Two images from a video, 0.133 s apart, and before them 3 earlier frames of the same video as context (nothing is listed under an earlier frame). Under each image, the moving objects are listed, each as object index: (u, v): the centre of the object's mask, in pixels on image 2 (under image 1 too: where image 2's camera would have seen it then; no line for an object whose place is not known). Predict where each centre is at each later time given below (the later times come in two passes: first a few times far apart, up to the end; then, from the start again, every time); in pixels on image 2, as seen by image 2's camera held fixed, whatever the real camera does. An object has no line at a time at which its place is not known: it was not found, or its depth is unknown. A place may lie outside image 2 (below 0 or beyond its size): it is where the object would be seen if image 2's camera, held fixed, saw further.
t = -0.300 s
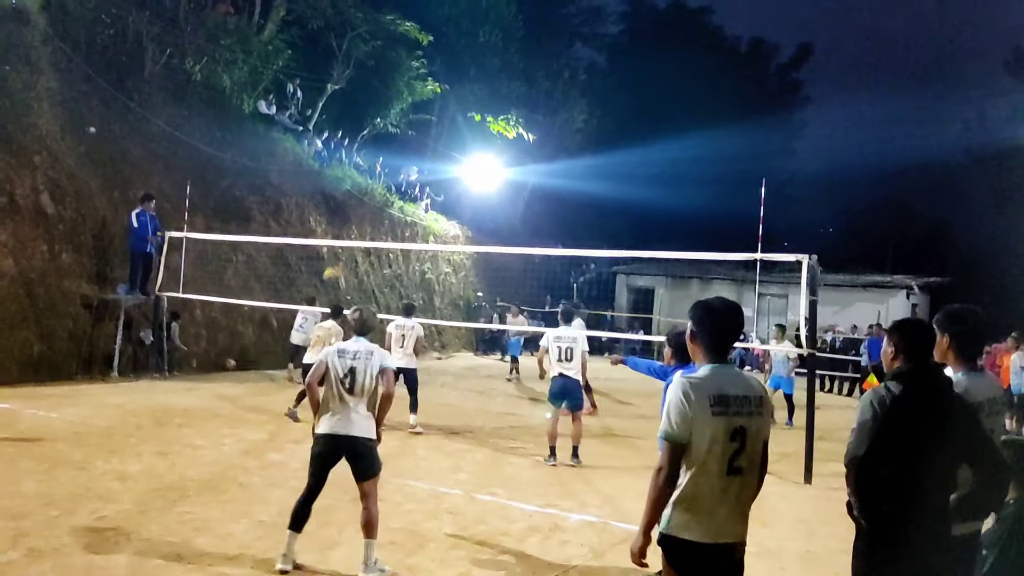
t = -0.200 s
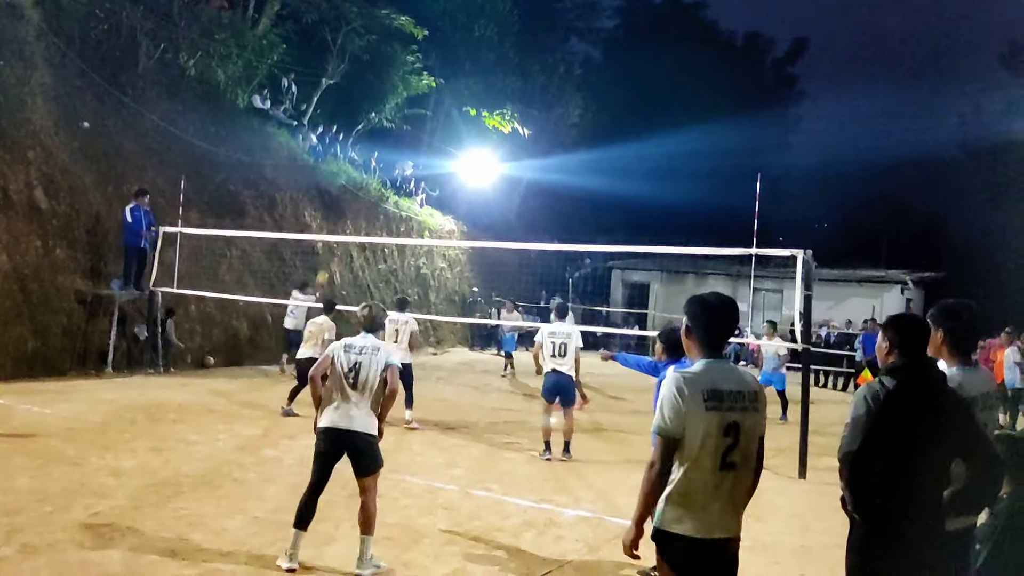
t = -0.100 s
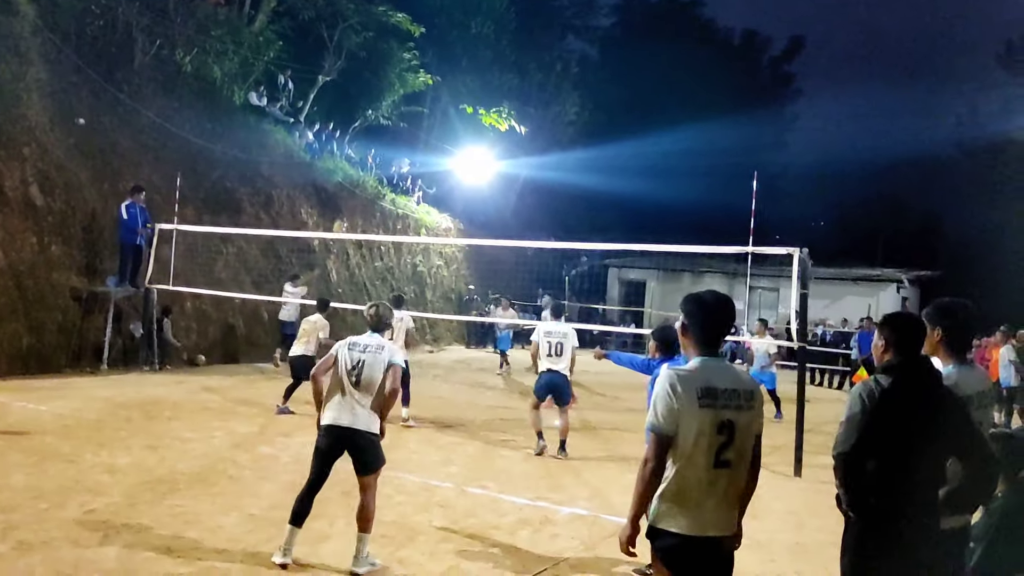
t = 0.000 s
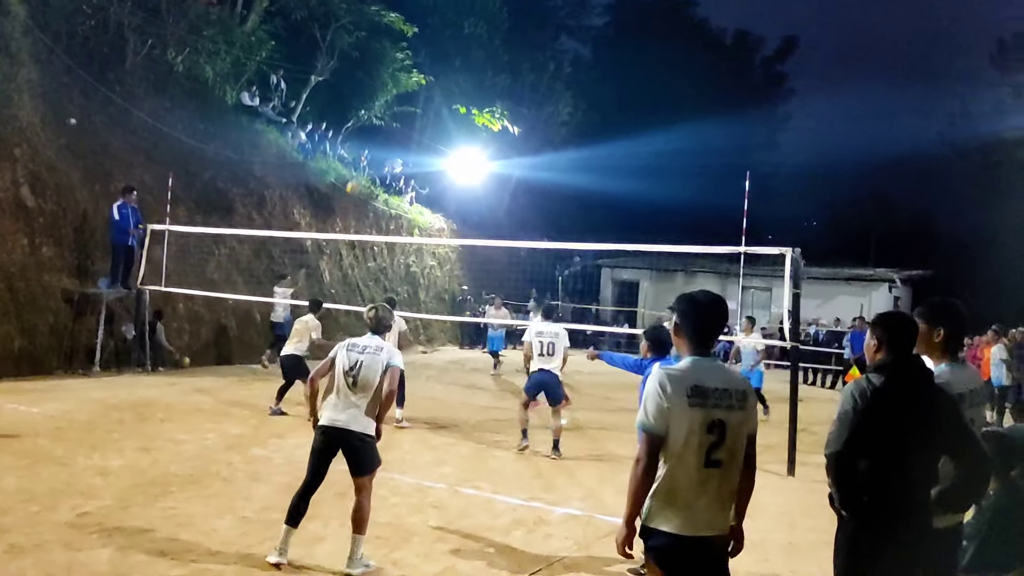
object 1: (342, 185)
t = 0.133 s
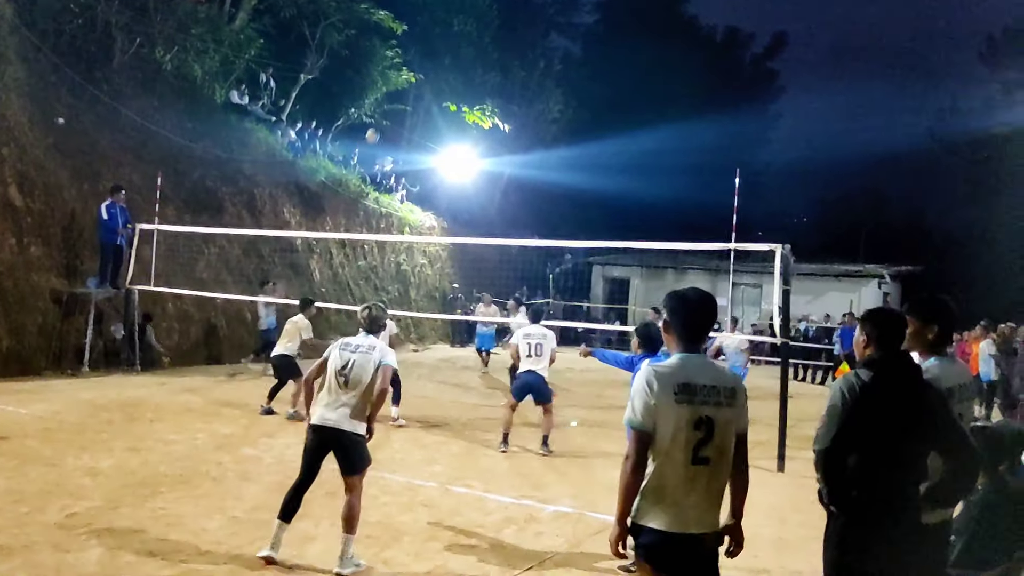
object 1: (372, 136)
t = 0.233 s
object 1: (393, 105)
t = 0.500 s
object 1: (451, 51)
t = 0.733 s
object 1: (502, 36)
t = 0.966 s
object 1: (552, 57)
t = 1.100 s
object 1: (582, 87)
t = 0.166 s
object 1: (379, 125)
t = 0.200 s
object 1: (386, 115)
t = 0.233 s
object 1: (393, 105)
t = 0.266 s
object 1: (400, 97)
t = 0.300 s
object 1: (408, 88)
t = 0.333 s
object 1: (416, 80)
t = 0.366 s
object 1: (422, 73)
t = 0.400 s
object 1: (429, 66)
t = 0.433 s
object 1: (437, 60)
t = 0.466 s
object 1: (443, 55)
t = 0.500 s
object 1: (451, 51)
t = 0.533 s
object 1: (458, 46)
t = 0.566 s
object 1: (465, 43)
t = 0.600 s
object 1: (472, 40)
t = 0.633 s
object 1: (480, 37)
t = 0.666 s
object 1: (487, 36)
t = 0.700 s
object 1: (494, 36)
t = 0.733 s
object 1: (502, 36)
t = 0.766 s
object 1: (509, 36)
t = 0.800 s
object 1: (516, 37)
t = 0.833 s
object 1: (524, 40)
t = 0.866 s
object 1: (531, 43)
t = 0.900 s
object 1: (538, 47)
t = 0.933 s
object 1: (546, 52)
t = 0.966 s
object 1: (552, 57)
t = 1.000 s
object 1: (560, 63)
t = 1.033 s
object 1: (567, 70)
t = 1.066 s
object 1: (574, 78)
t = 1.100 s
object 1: (582, 87)
